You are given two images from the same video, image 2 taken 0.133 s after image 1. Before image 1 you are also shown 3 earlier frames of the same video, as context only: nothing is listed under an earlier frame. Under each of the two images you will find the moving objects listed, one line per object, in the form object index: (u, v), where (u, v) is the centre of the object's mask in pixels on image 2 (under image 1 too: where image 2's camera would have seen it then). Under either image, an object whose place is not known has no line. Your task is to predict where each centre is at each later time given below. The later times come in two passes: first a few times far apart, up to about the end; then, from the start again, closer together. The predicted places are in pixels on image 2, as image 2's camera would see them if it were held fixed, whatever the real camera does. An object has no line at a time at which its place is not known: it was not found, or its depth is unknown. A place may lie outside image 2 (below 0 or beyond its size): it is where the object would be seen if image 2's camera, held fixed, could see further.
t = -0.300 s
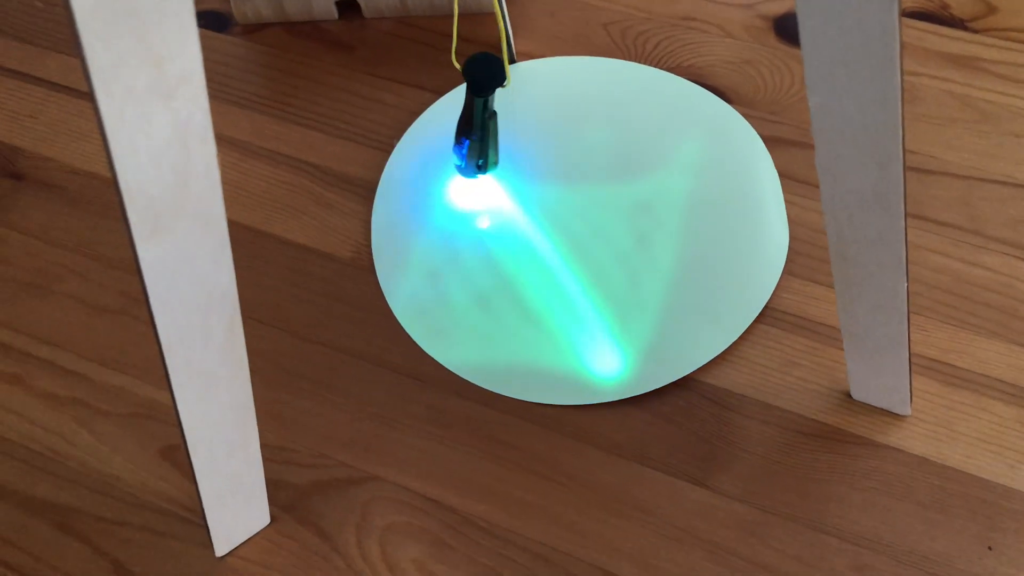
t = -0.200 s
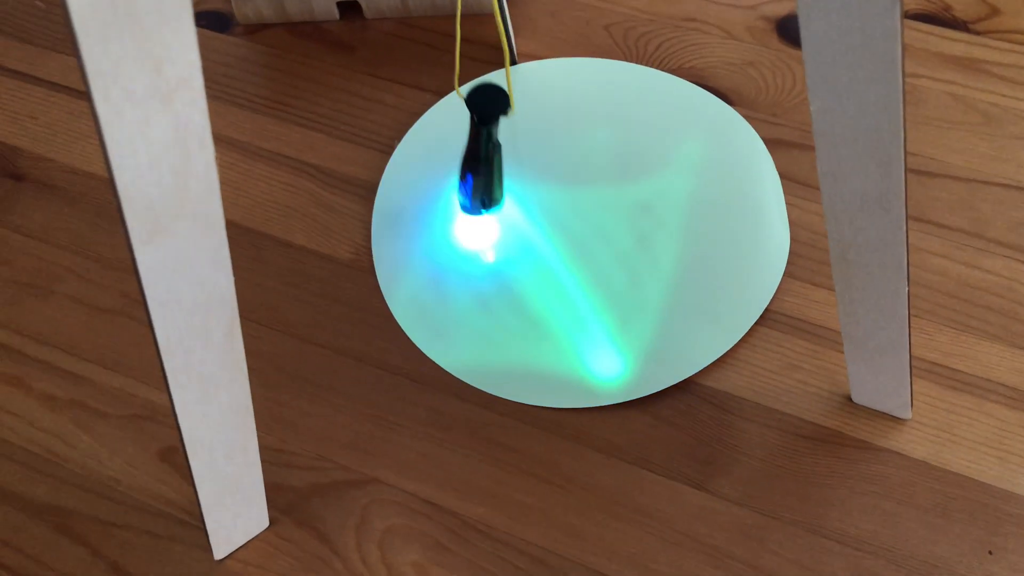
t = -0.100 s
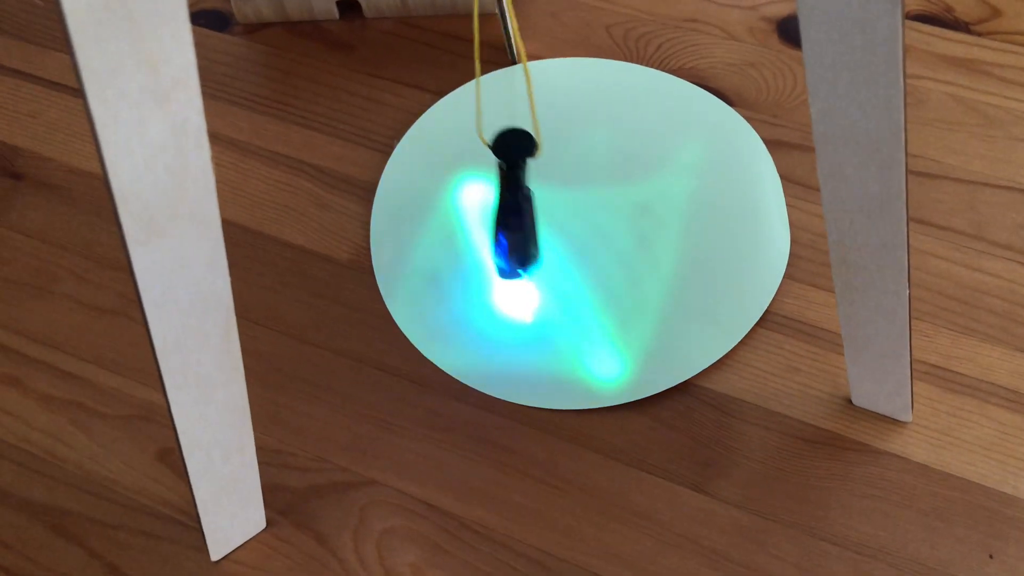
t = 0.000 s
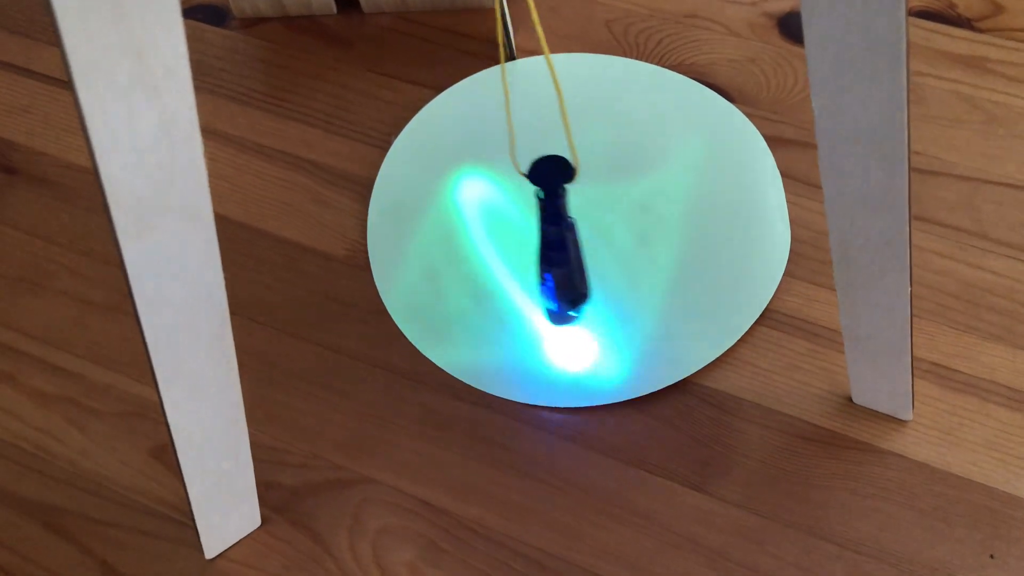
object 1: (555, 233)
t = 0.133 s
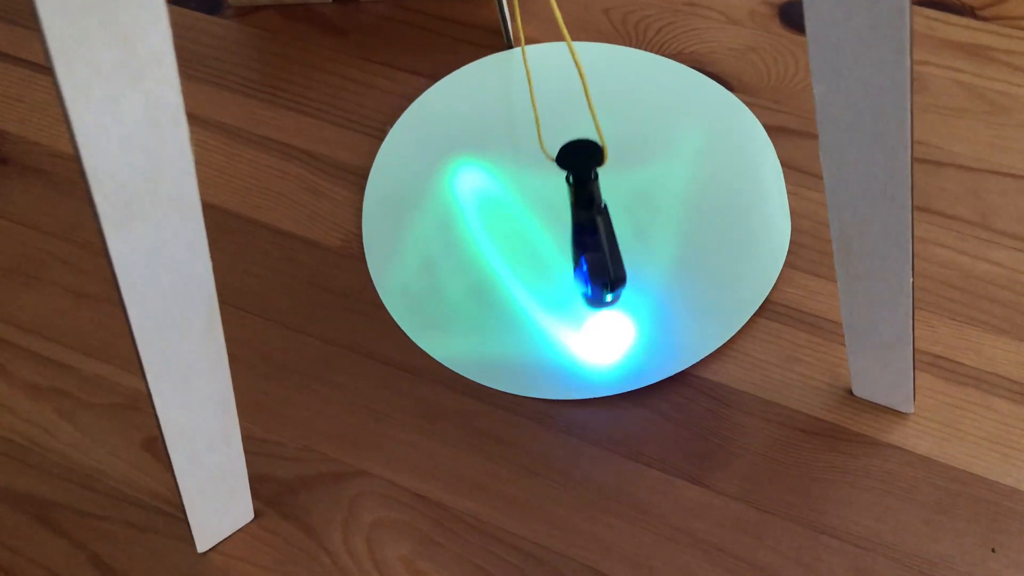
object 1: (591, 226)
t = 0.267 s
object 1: (565, 166)
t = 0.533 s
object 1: (464, 122)
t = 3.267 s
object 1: (572, 185)
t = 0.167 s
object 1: (591, 214)
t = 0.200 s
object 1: (586, 200)
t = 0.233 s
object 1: (577, 183)
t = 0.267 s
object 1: (565, 166)
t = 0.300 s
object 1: (551, 149)
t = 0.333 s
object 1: (535, 134)
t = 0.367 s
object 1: (520, 122)
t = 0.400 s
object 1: (504, 114)
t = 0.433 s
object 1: (490, 109)
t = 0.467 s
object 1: (478, 109)
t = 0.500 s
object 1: (470, 113)
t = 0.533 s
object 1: (464, 122)
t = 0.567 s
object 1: (462, 134)
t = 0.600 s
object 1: (465, 150)
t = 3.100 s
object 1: (477, 207)
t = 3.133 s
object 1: (495, 207)
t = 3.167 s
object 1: (514, 206)
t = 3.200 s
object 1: (534, 202)
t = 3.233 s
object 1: (554, 194)
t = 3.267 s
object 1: (572, 185)
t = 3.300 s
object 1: (587, 175)
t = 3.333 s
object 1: (596, 165)
